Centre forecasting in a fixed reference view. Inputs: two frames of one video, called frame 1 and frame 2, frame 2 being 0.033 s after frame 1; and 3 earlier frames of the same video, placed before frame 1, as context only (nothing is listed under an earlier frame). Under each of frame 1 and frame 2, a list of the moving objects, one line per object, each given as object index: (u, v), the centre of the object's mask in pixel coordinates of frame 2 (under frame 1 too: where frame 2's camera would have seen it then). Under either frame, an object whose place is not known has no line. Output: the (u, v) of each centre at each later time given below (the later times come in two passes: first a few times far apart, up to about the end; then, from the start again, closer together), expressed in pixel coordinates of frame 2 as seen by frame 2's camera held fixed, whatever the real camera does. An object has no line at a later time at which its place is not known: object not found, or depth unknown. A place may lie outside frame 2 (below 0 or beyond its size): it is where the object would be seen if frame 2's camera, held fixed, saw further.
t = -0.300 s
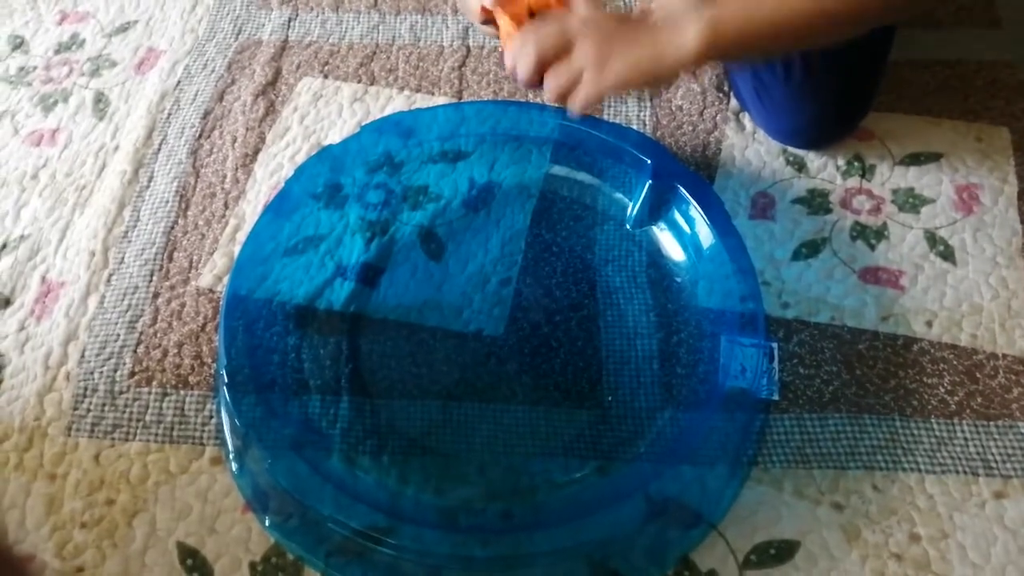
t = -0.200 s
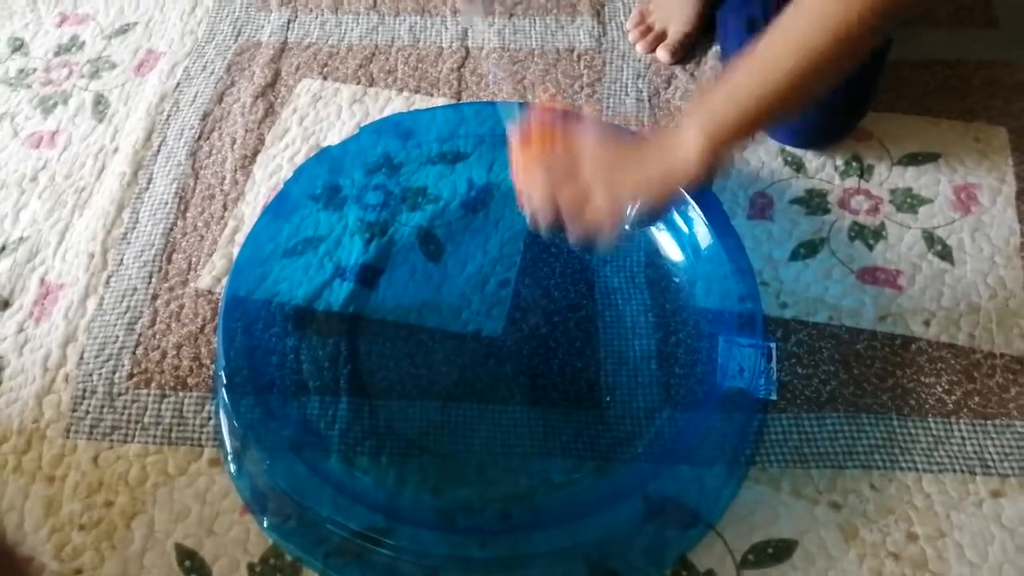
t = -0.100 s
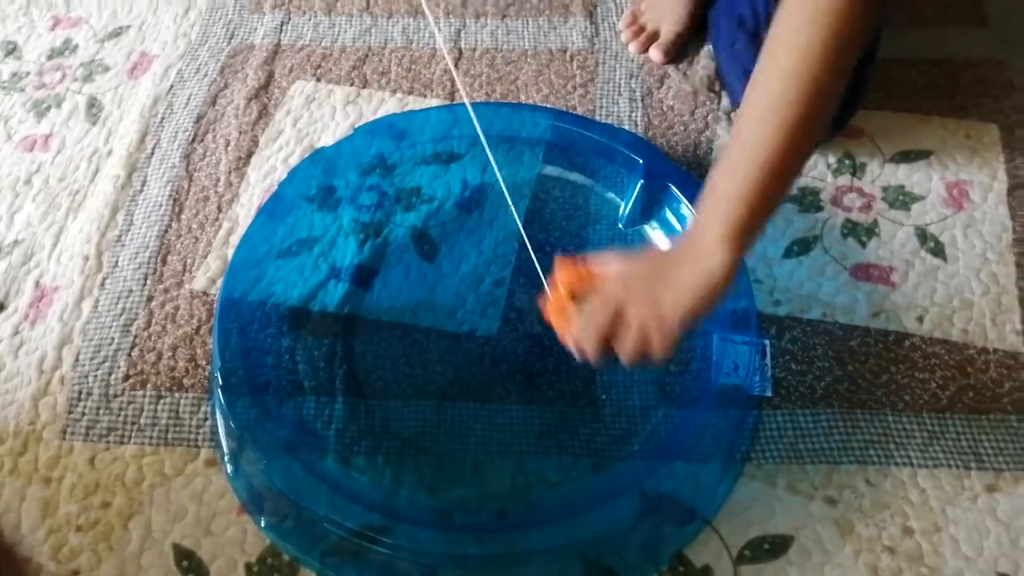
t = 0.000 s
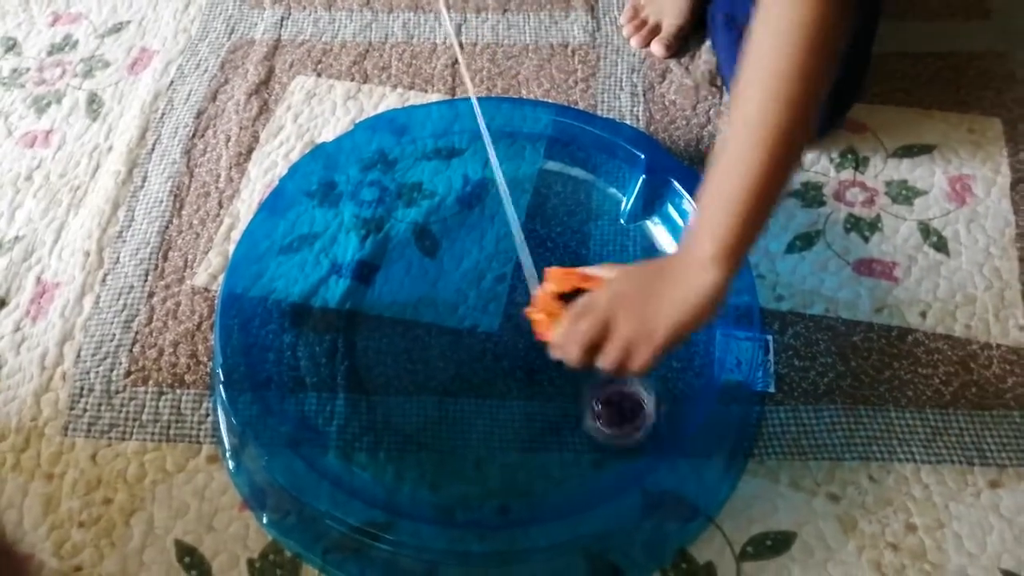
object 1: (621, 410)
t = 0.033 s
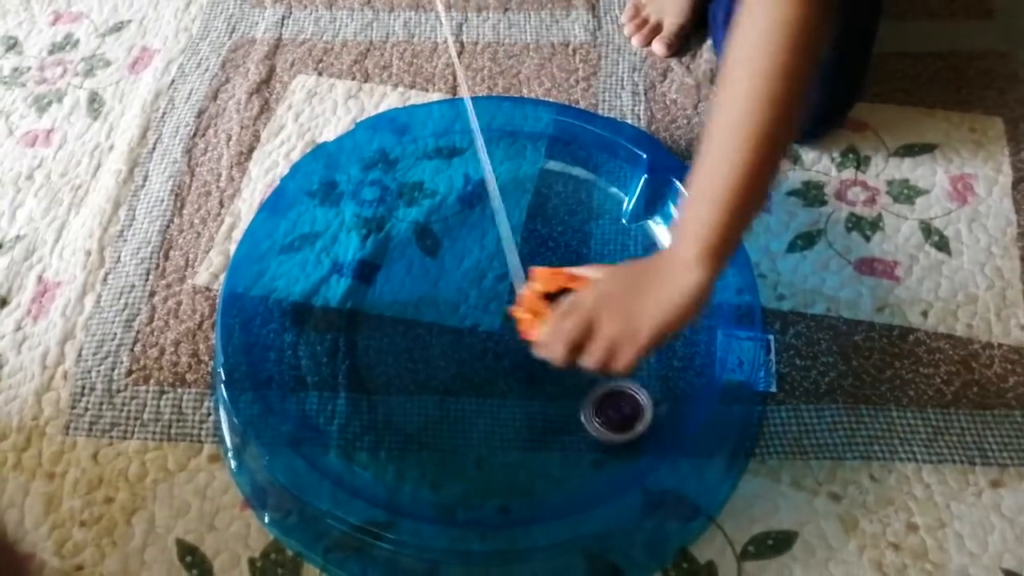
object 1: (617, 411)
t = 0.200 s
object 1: (585, 389)
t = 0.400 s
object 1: (551, 386)
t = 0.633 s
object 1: (505, 390)
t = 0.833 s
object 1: (470, 376)
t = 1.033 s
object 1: (453, 357)
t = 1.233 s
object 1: (449, 331)
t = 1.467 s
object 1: (454, 304)
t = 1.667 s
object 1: (475, 285)
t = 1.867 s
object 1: (501, 275)
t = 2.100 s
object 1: (527, 270)
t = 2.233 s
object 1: (540, 272)
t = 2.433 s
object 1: (560, 280)
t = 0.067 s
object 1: (611, 410)
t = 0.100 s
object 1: (605, 406)
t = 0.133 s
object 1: (598, 401)
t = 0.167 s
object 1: (592, 395)
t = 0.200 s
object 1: (585, 389)
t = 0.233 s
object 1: (578, 384)
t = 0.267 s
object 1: (572, 382)
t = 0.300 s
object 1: (568, 381)
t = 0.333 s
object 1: (562, 382)
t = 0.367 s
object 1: (557, 384)
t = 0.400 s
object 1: (551, 386)
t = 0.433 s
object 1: (545, 388)
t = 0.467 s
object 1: (537, 389)
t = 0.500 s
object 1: (531, 390)
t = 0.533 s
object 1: (524, 390)
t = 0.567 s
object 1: (518, 390)
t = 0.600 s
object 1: (512, 390)
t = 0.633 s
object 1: (505, 390)
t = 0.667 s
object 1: (498, 389)
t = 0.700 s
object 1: (493, 387)
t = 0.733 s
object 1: (487, 386)
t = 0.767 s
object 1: (482, 383)
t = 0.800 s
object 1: (474, 379)
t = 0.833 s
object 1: (470, 376)
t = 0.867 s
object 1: (467, 373)
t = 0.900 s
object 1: (464, 371)
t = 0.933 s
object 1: (461, 368)
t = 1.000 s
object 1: (456, 362)
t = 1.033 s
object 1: (453, 357)
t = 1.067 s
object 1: (452, 353)
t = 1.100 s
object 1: (451, 349)
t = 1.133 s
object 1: (450, 345)
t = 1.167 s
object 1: (449, 340)
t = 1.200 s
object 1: (449, 336)
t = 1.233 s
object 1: (449, 331)
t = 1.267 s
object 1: (449, 328)
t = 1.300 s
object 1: (449, 324)
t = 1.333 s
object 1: (449, 320)
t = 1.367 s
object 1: (449, 315)
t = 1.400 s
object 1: (451, 311)
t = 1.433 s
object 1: (452, 307)
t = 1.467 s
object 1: (454, 304)
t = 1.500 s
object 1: (457, 300)
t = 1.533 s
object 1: (460, 296)
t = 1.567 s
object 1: (463, 293)
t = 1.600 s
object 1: (467, 290)
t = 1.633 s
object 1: (471, 288)
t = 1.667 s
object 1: (475, 285)
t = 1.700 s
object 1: (478, 283)
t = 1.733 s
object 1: (482, 281)
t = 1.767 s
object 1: (487, 279)
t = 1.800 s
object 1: (492, 278)
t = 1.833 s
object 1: (497, 276)
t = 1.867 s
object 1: (501, 275)
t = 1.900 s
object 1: (506, 274)
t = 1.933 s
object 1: (510, 273)
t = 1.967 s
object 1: (513, 272)
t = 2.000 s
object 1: (517, 272)
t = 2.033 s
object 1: (520, 271)
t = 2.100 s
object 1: (527, 270)
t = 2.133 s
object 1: (530, 271)
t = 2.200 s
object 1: (537, 272)
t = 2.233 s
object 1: (540, 272)
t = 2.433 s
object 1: (560, 280)
